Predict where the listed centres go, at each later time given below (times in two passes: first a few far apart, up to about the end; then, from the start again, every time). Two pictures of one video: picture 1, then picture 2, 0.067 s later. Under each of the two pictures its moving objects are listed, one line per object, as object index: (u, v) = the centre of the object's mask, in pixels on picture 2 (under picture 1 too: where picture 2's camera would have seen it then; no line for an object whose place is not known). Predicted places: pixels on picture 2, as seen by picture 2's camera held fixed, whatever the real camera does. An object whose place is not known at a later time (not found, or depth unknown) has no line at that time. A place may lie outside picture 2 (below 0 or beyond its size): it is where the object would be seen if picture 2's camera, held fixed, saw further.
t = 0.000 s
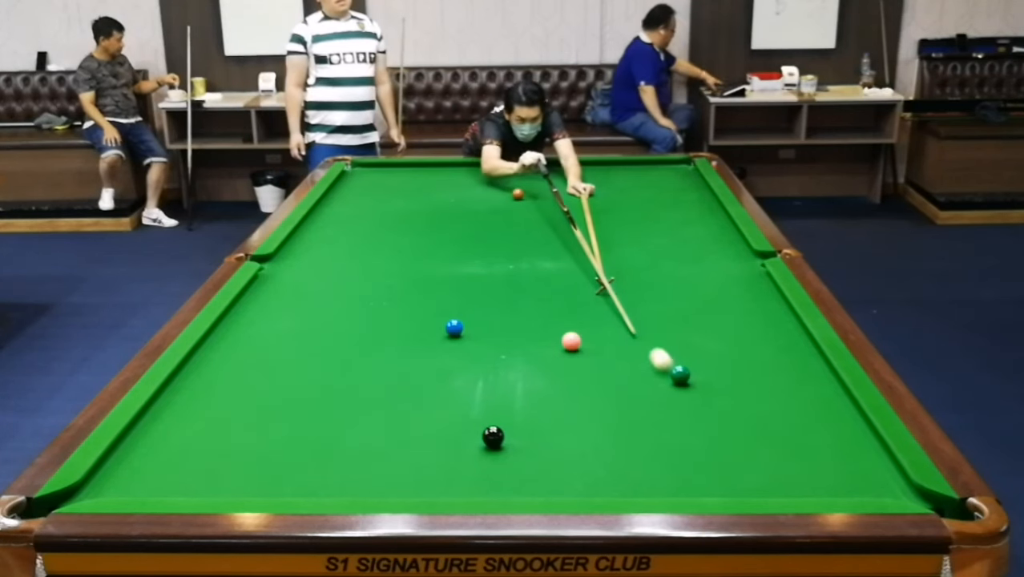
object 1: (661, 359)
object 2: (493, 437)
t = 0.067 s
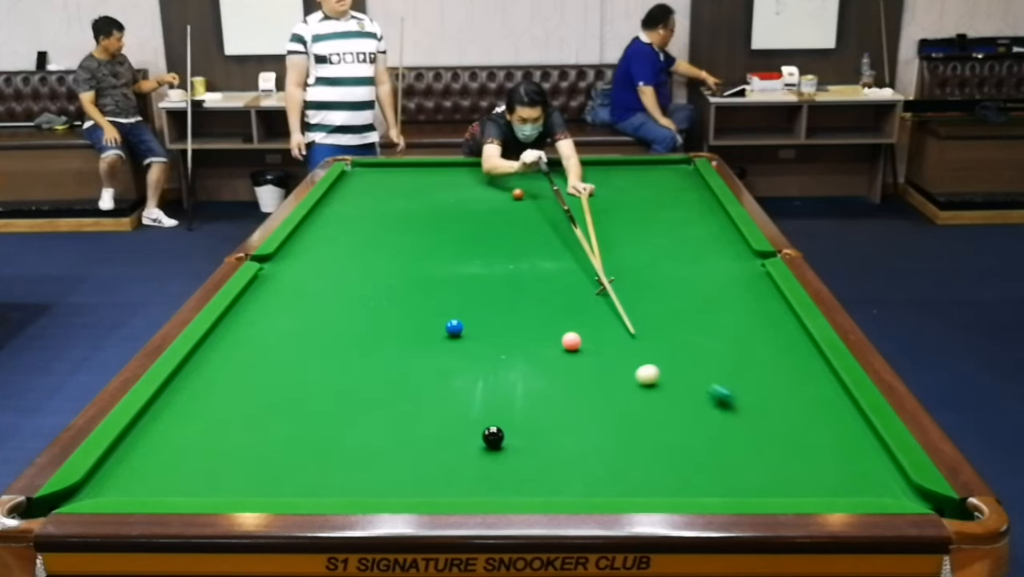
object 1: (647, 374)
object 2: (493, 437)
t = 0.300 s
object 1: (573, 402)
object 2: (493, 437)
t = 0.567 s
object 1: (496, 426)
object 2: (481, 447)
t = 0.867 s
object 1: (445, 429)
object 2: (433, 483)
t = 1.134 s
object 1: (401, 430)
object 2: (404, 485)
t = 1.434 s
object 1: (356, 432)
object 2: (386, 463)
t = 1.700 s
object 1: (318, 433)
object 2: (372, 446)
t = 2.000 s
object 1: (278, 434)
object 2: (359, 429)
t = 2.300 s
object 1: (243, 435)
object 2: (347, 414)
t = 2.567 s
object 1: (214, 435)
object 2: (338, 403)
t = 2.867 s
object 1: (185, 436)
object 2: (330, 391)
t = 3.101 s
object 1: (165, 436)
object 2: (324, 384)
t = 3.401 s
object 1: (142, 436)
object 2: (317, 375)
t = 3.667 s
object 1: (134, 436)
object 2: (311, 368)
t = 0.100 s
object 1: (636, 378)
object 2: (493, 437)
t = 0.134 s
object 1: (625, 382)
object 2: (493, 437)
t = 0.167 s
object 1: (614, 386)
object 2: (493, 437)
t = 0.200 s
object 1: (604, 390)
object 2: (493, 437)
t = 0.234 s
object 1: (594, 394)
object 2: (493, 437)
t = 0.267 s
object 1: (584, 398)
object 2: (493, 437)
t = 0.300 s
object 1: (573, 402)
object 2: (493, 437)
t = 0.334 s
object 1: (563, 406)
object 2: (493, 437)
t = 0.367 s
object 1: (551, 410)
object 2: (493, 437)
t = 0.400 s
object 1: (540, 415)
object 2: (493, 437)
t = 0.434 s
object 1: (529, 419)
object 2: (493, 437)
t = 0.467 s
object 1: (518, 423)
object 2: (493, 437)
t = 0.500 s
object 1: (509, 426)
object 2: (493, 438)
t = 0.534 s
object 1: (502, 426)
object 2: (487, 442)
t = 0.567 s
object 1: (496, 426)
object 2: (481, 447)
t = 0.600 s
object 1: (491, 426)
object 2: (475, 451)
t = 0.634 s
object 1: (485, 427)
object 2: (469, 455)
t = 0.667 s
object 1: (479, 427)
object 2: (464, 460)
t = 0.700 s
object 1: (473, 427)
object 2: (459, 464)
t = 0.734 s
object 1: (467, 427)
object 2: (454, 467)
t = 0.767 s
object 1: (462, 428)
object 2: (449, 471)
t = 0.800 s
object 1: (456, 428)
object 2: (444, 475)
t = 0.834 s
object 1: (450, 428)
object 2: (439, 479)
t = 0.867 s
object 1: (445, 429)
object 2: (433, 483)
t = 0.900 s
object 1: (439, 429)
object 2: (428, 486)
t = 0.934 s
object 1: (434, 429)
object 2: (422, 489)
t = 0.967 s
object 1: (428, 429)
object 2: (417, 491)
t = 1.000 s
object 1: (423, 429)
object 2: (413, 491)
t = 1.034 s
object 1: (417, 429)
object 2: (411, 490)
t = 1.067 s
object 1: (412, 430)
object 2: (408, 488)
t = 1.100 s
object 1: (407, 430)
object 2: (406, 487)
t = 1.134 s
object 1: (401, 430)
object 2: (404, 485)
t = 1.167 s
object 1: (396, 430)
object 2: (402, 483)
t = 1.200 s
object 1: (391, 431)
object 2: (400, 480)
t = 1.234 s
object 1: (386, 431)
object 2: (398, 478)
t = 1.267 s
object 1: (381, 431)
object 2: (396, 475)
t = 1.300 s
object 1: (375, 431)
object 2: (394, 473)
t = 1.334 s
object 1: (371, 431)
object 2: (392, 470)
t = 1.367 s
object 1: (366, 431)
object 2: (390, 468)
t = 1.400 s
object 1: (361, 432)
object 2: (388, 465)
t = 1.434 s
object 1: (356, 432)
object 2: (386, 463)
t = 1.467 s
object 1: (351, 432)
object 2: (384, 461)
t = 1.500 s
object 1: (346, 432)
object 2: (382, 459)
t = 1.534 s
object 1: (341, 432)
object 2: (381, 457)
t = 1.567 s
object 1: (336, 432)
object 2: (379, 454)
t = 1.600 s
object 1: (332, 432)
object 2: (377, 452)
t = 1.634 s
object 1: (327, 433)
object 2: (376, 450)
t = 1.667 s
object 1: (322, 433)
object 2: (374, 448)
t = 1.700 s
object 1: (318, 433)
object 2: (372, 446)
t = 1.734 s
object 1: (313, 433)
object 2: (371, 444)
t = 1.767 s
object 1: (309, 433)
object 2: (369, 442)
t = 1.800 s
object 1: (304, 433)
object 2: (368, 440)
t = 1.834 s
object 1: (300, 433)
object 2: (366, 438)
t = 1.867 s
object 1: (295, 433)
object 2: (365, 436)
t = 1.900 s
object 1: (291, 433)
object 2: (363, 435)
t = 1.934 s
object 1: (287, 433)
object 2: (362, 433)
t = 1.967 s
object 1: (283, 434)
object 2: (360, 431)
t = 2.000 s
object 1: (278, 434)
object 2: (359, 429)
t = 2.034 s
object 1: (274, 434)
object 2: (357, 427)
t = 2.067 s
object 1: (270, 434)
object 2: (356, 426)
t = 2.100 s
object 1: (266, 434)
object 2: (355, 424)
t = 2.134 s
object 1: (262, 434)
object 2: (353, 422)
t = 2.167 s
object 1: (258, 434)
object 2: (352, 421)
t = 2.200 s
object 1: (254, 434)
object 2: (351, 419)
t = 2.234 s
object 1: (250, 434)
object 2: (350, 418)
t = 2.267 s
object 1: (246, 435)
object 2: (349, 416)
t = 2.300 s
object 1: (243, 435)
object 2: (347, 414)
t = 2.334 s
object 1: (239, 435)
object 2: (346, 413)
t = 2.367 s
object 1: (235, 435)
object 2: (345, 411)
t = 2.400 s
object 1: (232, 435)
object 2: (344, 410)
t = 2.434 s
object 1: (228, 435)
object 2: (343, 408)
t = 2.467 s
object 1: (224, 435)
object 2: (342, 407)
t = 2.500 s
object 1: (221, 435)
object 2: (340, 406)
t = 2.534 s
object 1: (217, 435)
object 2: (339, 404)
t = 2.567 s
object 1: (214, 435)
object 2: (338, 403)
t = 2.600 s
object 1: (210, 435)
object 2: (337, 402)
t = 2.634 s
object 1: (207, 435)
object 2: (336, 400)
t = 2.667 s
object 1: (204, 436)
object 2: (335, 399)
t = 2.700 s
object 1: (201, 436)
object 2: (334, 398)
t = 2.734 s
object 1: (197, 436)
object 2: (333, 396)
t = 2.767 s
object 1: (194, 436)
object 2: (332, 395)
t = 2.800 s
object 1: (191, 436)
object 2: (332, 394)
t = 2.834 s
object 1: (188, 436)
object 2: (331, 393)
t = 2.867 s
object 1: (185, 436)
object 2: (330, 391)
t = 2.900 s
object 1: (182, 436)
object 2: (329, 390)
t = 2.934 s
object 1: (179, 436)
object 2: (328, 389)
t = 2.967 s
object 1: (176, 436)
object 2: (327, 388)
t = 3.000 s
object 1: (173, 436)
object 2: (326, 387)
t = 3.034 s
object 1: (170, 436)
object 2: (325, 386)
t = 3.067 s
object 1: (168, 436)
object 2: (325, 385)
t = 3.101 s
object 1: (165, 436)
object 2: (324, 384)
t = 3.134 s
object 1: (162, 436)
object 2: (323, 383)
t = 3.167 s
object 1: (159, 436)
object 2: (322, 381)
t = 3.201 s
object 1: (157, 436)
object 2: (321, 380)
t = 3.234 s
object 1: (154, 436)
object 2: (321, 380)
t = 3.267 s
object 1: (152, 436)
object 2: (320, 379)
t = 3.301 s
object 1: (149, 436)
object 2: (319, 378)
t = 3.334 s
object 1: (146, 436)
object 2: (318, 377)
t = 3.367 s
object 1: (144, 436)
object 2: (317, 376)
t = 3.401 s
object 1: (142, 436)
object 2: (317, 375)
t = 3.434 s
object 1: (139, 436)
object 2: (316, 374)
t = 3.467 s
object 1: (137, 436)
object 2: (315, 373)
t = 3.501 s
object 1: (135, 436)
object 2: (315, 372)
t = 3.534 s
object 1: (133, 436)
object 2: (314, 371)
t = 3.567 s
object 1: (131, 436)
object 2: (313, 370)
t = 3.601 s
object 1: (131, 436)
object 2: (312, 370)
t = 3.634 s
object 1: (132, 436)
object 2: (312, 369)
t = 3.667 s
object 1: (134, 436)
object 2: (311, 368)
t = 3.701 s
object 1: (135, 436)
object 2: (311, 367)
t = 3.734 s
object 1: (136, 436)
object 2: (310, 367)
